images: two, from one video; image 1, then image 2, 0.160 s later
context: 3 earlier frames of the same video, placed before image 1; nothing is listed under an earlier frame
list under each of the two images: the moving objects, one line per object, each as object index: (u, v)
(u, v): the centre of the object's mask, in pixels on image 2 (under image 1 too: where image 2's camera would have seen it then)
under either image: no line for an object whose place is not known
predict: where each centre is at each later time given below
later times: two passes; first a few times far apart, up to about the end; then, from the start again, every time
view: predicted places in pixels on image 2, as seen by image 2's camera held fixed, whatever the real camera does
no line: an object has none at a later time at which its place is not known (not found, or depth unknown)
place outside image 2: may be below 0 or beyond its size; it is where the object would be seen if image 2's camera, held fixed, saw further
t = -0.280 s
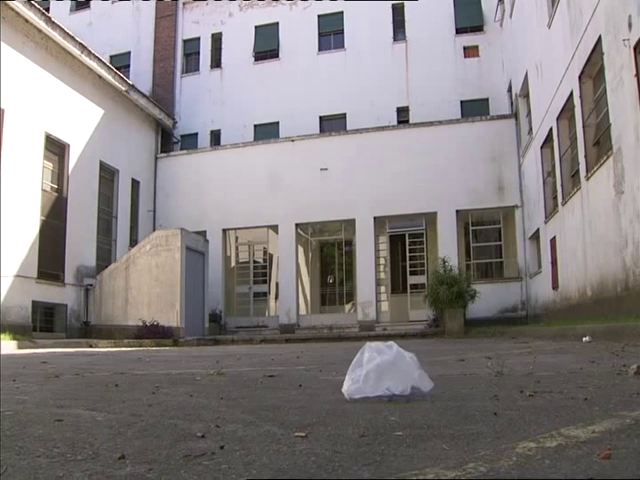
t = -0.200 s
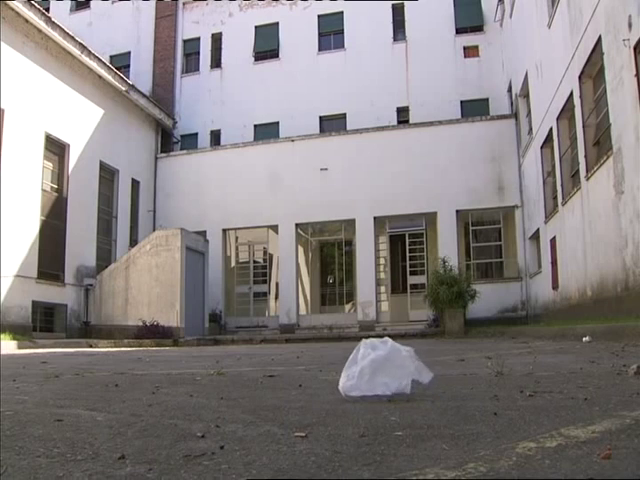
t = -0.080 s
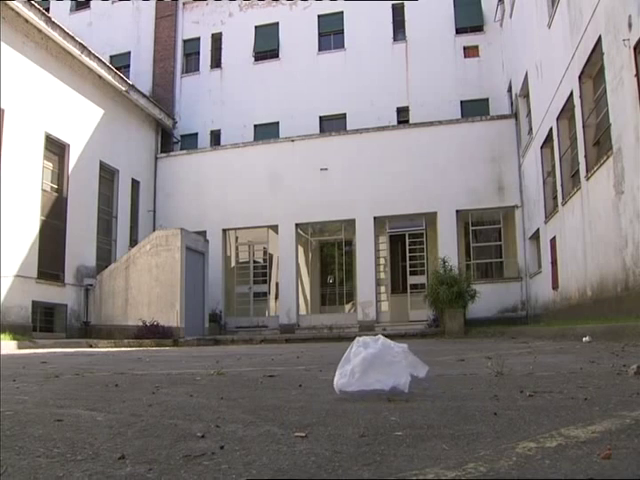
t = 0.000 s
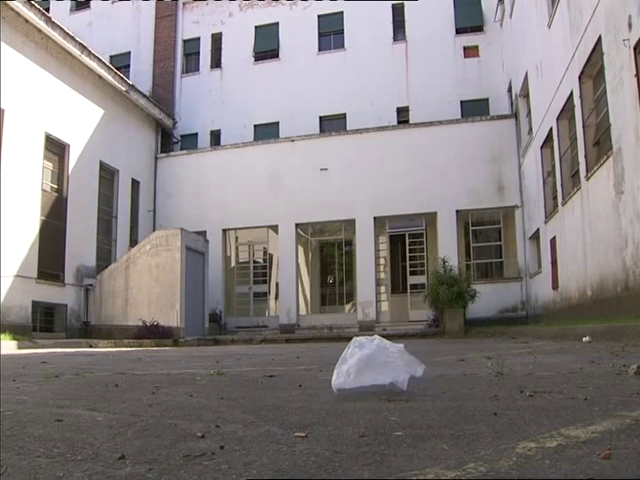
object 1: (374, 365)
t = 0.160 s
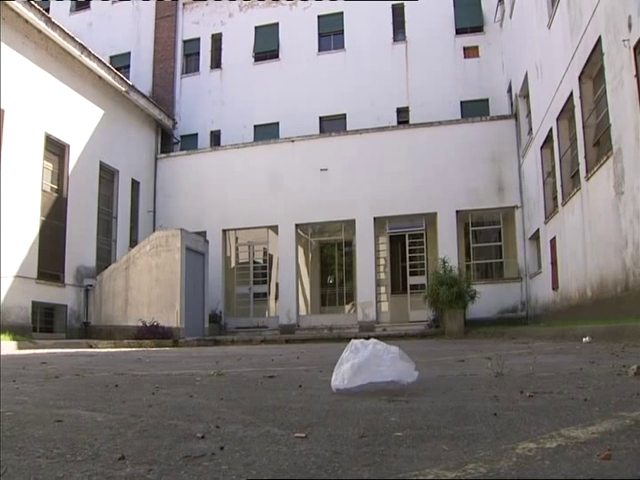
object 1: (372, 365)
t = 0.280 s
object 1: (373, 369)
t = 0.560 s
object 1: (384, 365)
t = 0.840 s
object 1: (396, 362)
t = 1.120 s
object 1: (405, 358)
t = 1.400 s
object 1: (417, 352)
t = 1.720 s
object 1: (413, 352)
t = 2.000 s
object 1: (371, 363)
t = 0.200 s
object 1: (372, 366)
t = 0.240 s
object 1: (372, 368)
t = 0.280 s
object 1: (373, 369)
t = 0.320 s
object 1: (374, 370)
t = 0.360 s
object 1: (376, 370)
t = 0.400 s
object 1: (377, 369)
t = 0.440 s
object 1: (379, 367)
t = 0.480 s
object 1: (381, 366)
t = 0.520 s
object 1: (383, 366)
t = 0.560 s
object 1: (384, 365)
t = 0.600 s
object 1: (386, 364)
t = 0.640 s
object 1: (388, 364)
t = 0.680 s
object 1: (389, 363)
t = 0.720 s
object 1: (391, 363)
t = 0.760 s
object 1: (393, 362)
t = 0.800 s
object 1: (395, 362)
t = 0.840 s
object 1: (396, 362)
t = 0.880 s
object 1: (398, 361)
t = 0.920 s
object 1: (399, 361)
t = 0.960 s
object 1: (400, 361)
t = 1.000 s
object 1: (401, 360)
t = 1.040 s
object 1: (403, 359)
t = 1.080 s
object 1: (404, 359)
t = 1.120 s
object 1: (405, 358)
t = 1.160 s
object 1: (407, 357)
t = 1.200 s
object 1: (408, 356)
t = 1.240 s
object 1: (410, 356)
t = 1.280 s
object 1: (412, 355)
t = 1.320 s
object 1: (413, 354)
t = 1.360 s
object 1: (415, 353)
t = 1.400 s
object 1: (417, 352)
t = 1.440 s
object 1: (418, 351)
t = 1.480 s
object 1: (418, 351)
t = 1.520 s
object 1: (420, 351)
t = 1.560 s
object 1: (420, 351)
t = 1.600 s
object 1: (421, 350)
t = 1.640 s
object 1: (420, 350)
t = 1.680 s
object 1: (417, 351)
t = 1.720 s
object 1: (413, 352)
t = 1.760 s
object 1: (408, 354)
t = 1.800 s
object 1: (401, 356)
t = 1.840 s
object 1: (394, 358)
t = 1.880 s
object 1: (387, 360)
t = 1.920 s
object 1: (381, 362)
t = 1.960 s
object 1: (376, 363)
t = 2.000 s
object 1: (371, 363)
